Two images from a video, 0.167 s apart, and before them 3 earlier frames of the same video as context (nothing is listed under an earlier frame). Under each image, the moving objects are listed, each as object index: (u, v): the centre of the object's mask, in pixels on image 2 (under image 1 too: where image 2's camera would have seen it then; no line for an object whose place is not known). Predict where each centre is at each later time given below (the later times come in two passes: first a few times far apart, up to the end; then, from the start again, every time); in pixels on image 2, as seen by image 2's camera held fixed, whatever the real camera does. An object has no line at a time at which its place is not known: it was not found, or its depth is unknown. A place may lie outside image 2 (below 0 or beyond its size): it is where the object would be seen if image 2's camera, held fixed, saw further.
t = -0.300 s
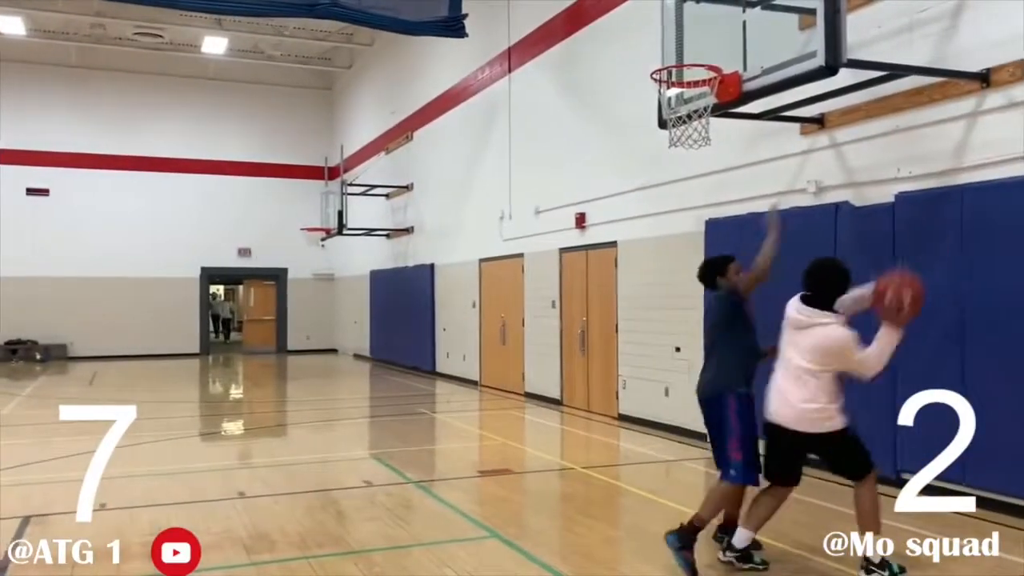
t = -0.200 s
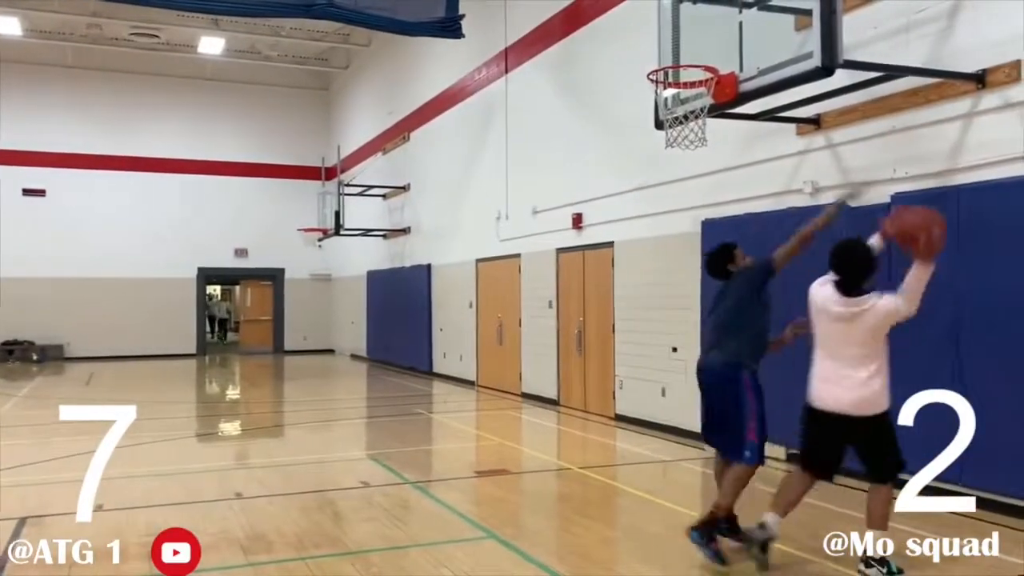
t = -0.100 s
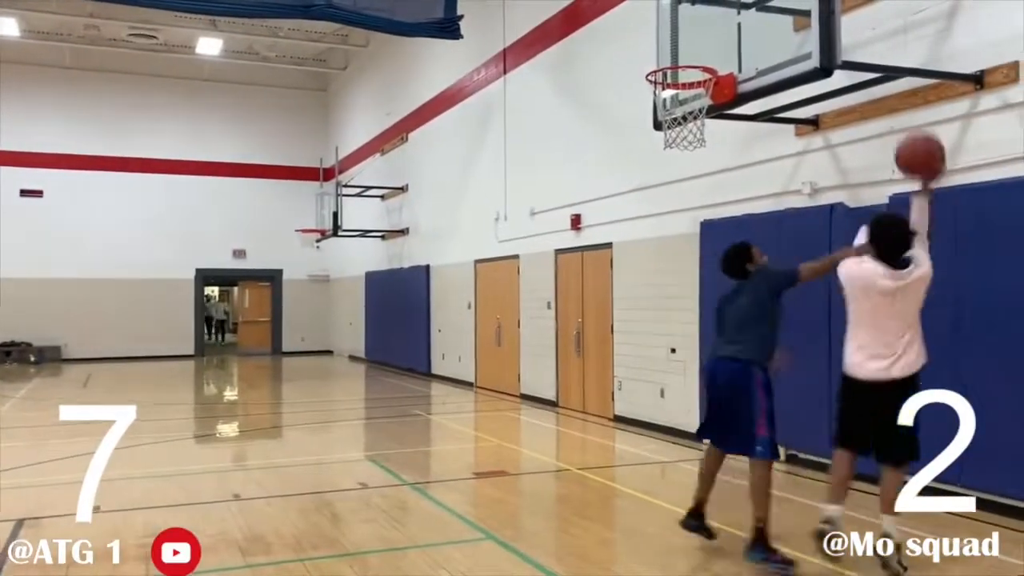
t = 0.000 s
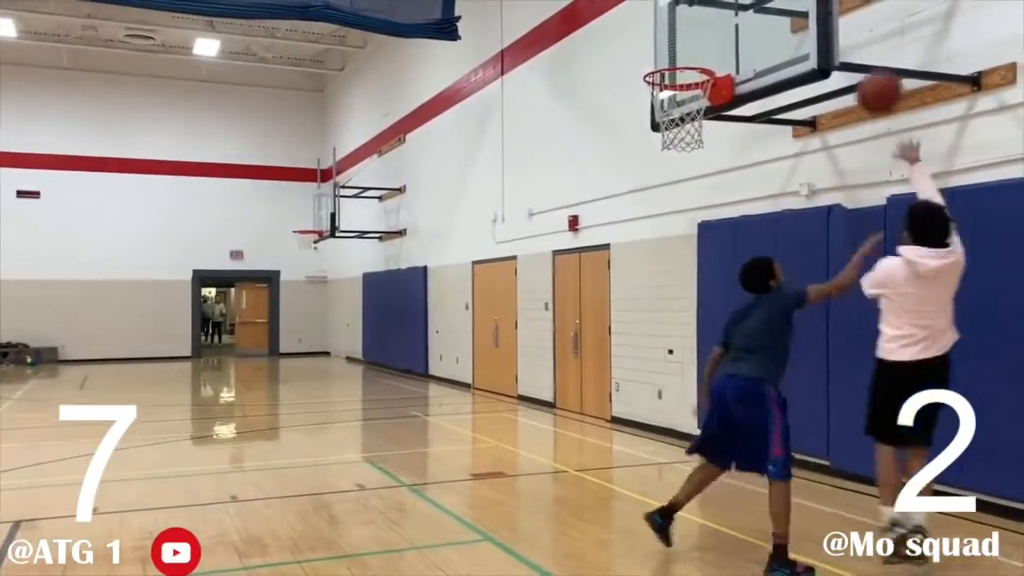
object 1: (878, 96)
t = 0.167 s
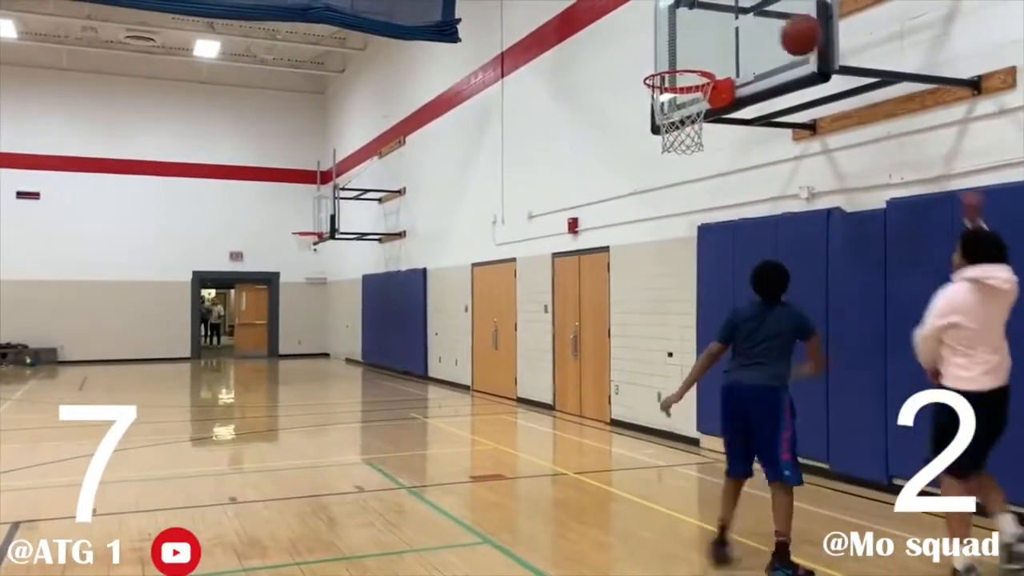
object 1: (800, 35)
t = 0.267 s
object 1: (761, 26)
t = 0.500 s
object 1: (680, 57)
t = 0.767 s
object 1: (715, 120)
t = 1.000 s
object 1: (710, 143)
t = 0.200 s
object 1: (787, 30)
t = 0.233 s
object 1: (773, 26)
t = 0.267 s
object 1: (761, 26)
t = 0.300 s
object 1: (748, 25)
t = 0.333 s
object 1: (736, 27)
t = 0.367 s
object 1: (724, 30)
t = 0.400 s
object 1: (713, 34)
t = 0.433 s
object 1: (701, 41)
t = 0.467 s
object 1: (691, 49)
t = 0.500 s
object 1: (680, 57)
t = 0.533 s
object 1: (670, 69)
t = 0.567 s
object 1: (662, 80)
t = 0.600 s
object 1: (672, 88)
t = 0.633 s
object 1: (685, 94)
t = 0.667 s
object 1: (696, 101)
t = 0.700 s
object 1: (705, 110)
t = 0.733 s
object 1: (712, 112)
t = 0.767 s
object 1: (715, 120)
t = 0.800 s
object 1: (716, 118)
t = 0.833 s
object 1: (715, 127)
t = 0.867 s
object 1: (714, 127)
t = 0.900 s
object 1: (714, 129)
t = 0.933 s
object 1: (714, 133)
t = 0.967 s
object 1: (713, 138)
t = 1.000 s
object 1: (710, 143)
